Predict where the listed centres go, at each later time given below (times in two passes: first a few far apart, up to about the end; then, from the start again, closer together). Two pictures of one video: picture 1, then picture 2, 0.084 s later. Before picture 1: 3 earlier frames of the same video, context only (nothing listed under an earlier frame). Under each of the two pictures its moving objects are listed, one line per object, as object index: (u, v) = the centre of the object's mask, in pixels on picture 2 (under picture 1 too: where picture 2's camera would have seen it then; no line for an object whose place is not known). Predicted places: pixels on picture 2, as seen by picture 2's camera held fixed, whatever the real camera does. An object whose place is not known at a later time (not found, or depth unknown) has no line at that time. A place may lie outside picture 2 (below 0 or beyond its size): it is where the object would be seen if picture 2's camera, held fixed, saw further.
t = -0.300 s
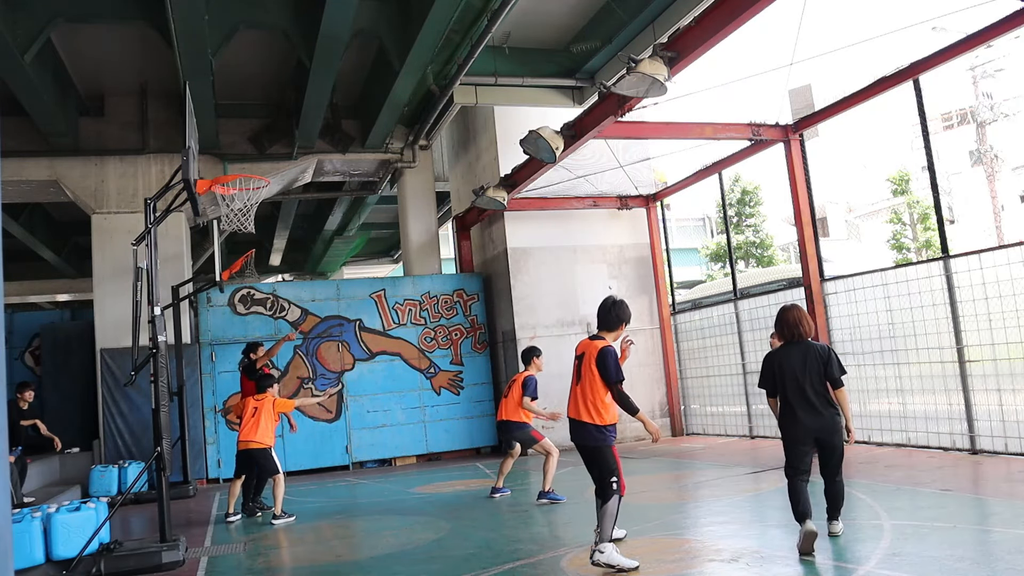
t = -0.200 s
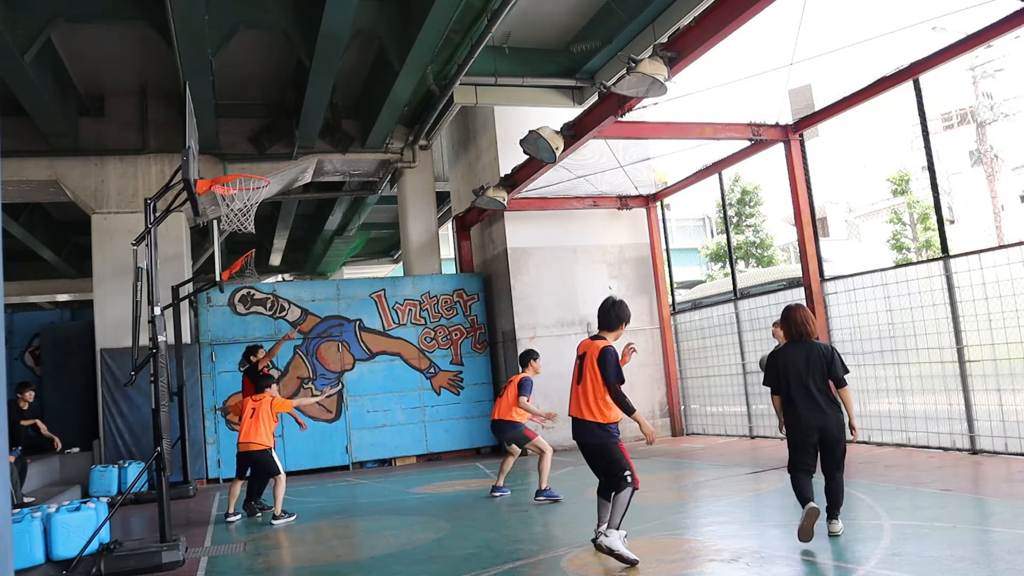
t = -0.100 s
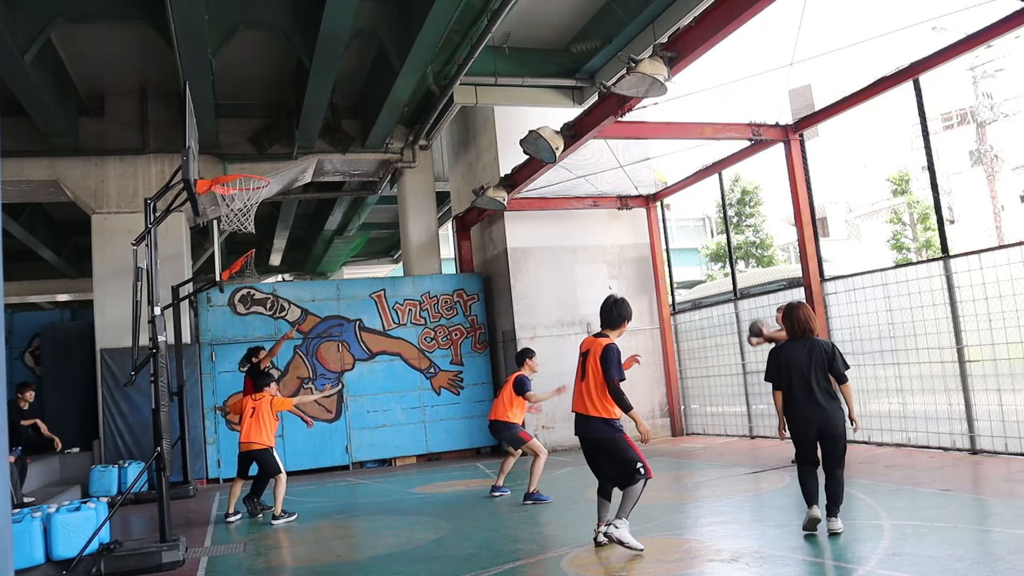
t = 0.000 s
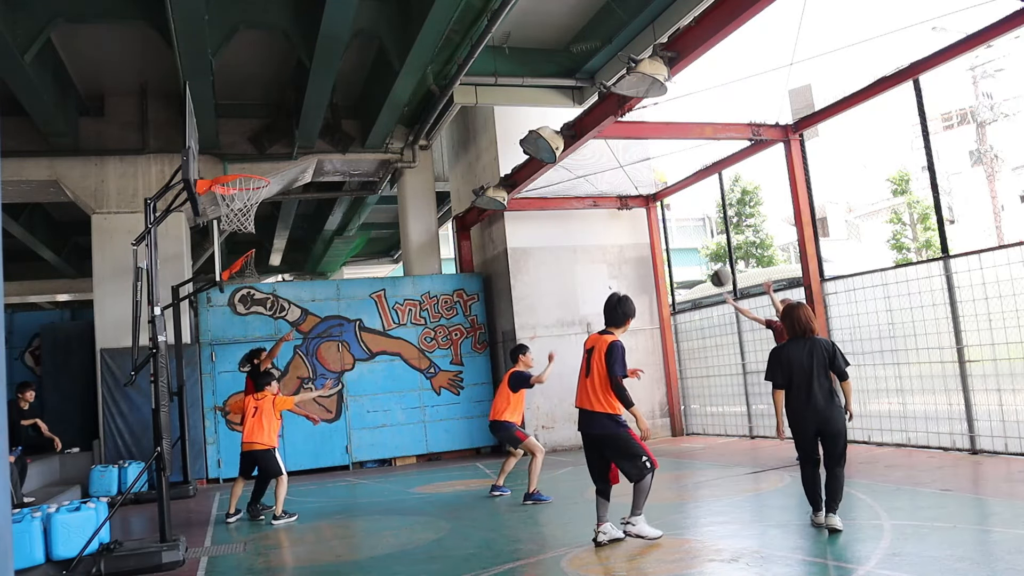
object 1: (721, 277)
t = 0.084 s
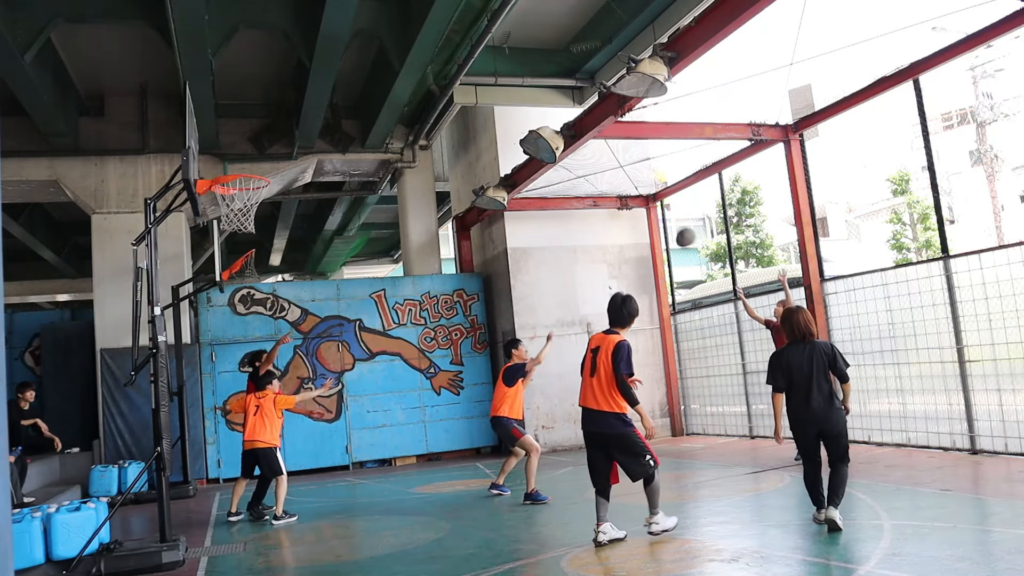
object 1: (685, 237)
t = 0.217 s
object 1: (628, 184)
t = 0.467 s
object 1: (517, 123)
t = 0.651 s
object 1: (430, 111)
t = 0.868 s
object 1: (328, 145)
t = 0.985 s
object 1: (285, 178)
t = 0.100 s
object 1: (678, 230)
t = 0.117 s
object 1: (671, 222)
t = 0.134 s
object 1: (664, 215)
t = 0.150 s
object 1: (656, 207)
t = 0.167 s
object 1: (650, 202)
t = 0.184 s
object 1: (643, 197)
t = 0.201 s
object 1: (636, 190)
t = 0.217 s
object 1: (628, 184)
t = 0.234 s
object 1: (621, 178)
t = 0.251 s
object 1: (613, 173)
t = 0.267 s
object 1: (606, 168)
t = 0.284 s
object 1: (598, 163)
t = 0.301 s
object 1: (591, 158)
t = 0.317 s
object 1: (584, 154)
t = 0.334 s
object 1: (575, 148)
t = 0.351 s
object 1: (570, 144)
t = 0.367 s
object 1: (563, 141)
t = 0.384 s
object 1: (556, 137)
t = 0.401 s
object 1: (547, 133)
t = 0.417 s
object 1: (540, 129)
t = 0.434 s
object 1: (532, 126)
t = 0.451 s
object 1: (524, 124)
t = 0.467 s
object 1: (517, 123)
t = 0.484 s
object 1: (509, 121)
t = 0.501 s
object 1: (501, 119)
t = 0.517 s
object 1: (493, 117)
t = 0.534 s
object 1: (487, 116)
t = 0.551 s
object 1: (480, 115)
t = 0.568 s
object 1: (473, 114)
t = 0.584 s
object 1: (464, 113)
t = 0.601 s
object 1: (456, 113)
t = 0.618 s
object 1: (449, 113)
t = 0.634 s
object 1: (440, 113)
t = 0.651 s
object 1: (430, 111)
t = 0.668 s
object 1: (422, 112)
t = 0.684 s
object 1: (412, 112)
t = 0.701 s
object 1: (406, 114)
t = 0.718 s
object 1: (399, 115)
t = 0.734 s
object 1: (392, 118)
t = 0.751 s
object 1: (383, 120)
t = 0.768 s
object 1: (375, 123)
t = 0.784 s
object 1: (369, 127)
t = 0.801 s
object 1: (361, 130)
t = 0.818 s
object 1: (352, 134)
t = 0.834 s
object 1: (344, 137)
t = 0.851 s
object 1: (336, 141)
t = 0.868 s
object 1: (328, 145)
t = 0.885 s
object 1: (319, 150)
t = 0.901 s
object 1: (311, 156)
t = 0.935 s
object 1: (294, 166)
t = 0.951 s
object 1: (286, 172)
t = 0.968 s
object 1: (280, 177)
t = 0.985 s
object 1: (285, 178)
